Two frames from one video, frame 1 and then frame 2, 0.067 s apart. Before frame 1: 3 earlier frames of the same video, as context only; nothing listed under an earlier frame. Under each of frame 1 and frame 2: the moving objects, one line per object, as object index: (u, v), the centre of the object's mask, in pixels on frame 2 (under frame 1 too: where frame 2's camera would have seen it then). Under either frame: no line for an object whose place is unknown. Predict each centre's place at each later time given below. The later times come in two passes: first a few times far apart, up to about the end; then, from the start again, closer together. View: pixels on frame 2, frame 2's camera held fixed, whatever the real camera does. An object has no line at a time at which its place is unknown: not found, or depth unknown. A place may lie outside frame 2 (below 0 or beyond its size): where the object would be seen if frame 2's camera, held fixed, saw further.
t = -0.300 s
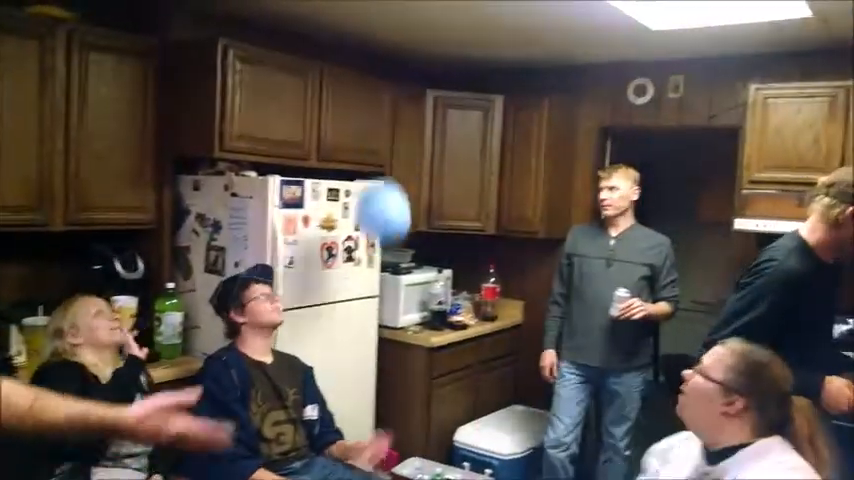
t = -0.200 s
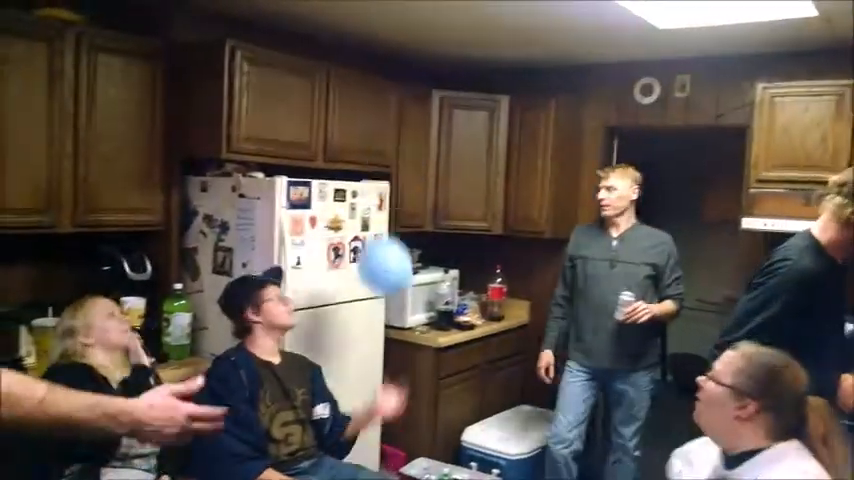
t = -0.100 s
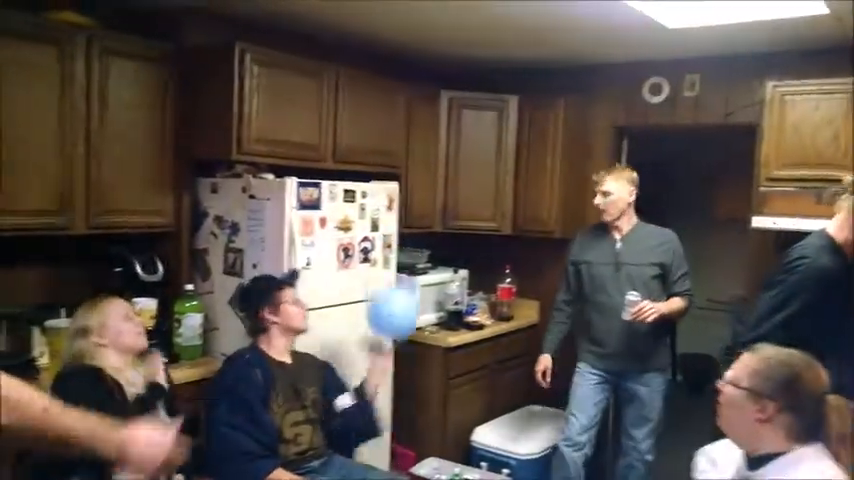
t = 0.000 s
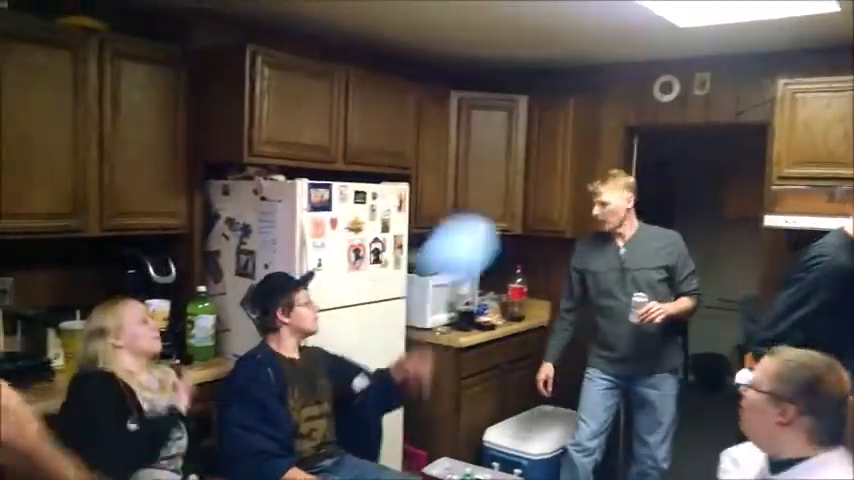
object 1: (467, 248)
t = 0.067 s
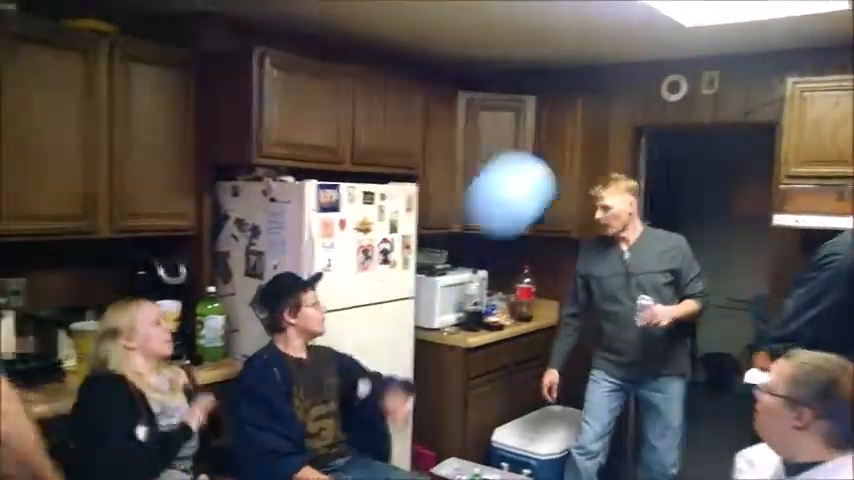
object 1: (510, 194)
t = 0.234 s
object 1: (605, 120)
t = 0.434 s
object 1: (645, 100)
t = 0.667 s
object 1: (678, 95)
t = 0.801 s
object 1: (688, 111)
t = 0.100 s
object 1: (532, 169)
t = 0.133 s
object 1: (553, 149)
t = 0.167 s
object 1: (574, 134)
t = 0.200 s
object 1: (591, 125)
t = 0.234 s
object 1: (605, 120)
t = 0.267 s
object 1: (615, 117)
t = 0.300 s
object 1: (622, 115)
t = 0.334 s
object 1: (628, 111)
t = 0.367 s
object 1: (633, 108)
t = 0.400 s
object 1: (639, 104)
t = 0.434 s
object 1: (645, 100)
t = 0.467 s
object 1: (651, 97)
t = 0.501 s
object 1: (656, 95)
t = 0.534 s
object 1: (662, 93)
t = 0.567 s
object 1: (667, 93)
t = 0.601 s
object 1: (671, 93)
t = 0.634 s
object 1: (675, 93)
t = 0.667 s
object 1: (678, 95)
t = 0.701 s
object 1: (682, 98)
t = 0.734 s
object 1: (683, 103)
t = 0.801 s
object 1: (688, 111)
